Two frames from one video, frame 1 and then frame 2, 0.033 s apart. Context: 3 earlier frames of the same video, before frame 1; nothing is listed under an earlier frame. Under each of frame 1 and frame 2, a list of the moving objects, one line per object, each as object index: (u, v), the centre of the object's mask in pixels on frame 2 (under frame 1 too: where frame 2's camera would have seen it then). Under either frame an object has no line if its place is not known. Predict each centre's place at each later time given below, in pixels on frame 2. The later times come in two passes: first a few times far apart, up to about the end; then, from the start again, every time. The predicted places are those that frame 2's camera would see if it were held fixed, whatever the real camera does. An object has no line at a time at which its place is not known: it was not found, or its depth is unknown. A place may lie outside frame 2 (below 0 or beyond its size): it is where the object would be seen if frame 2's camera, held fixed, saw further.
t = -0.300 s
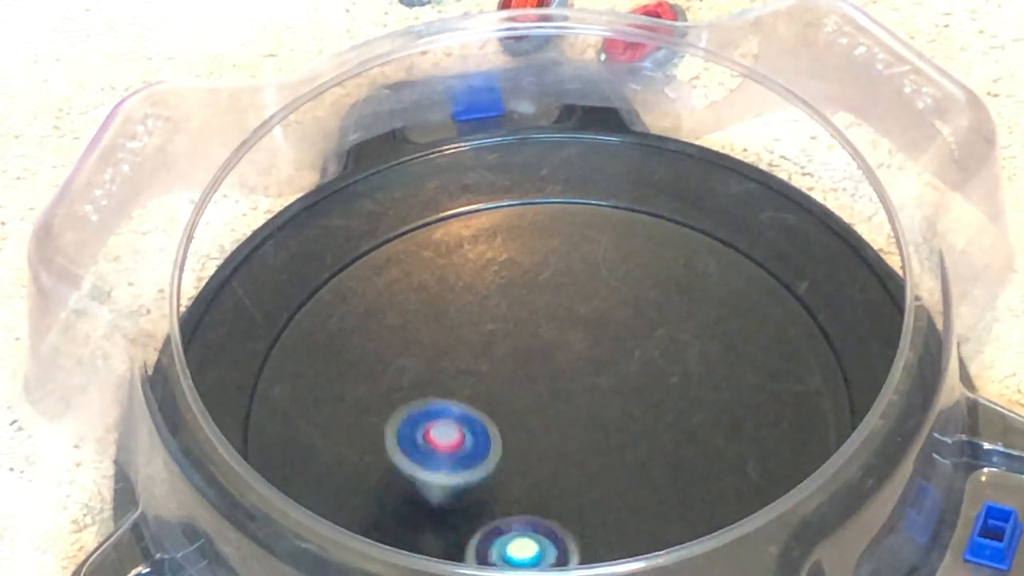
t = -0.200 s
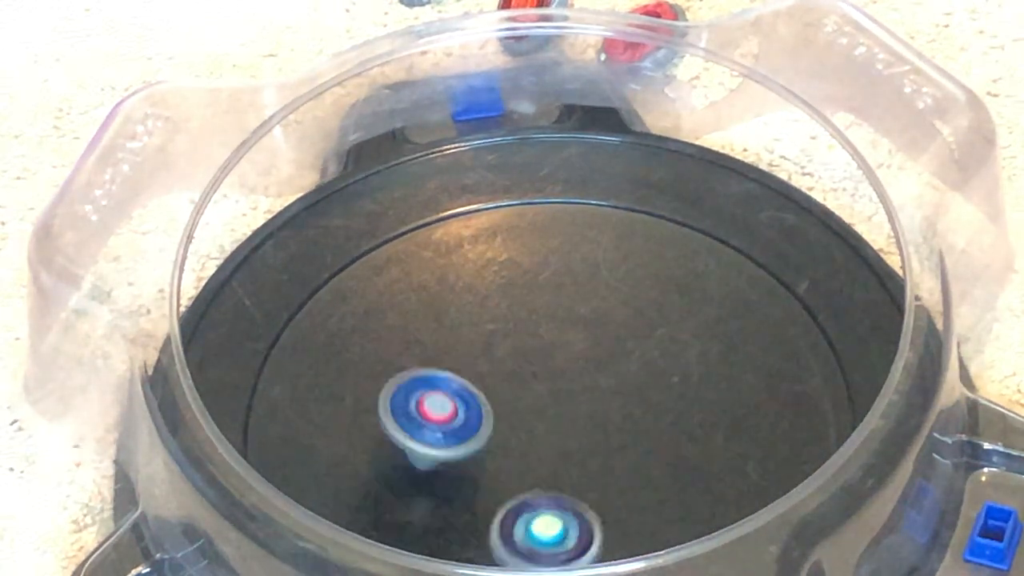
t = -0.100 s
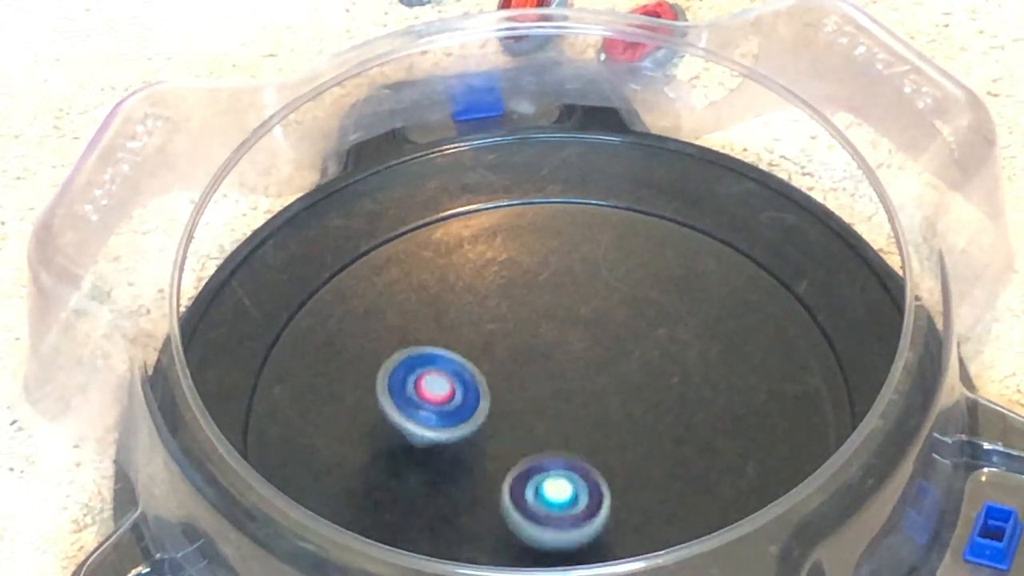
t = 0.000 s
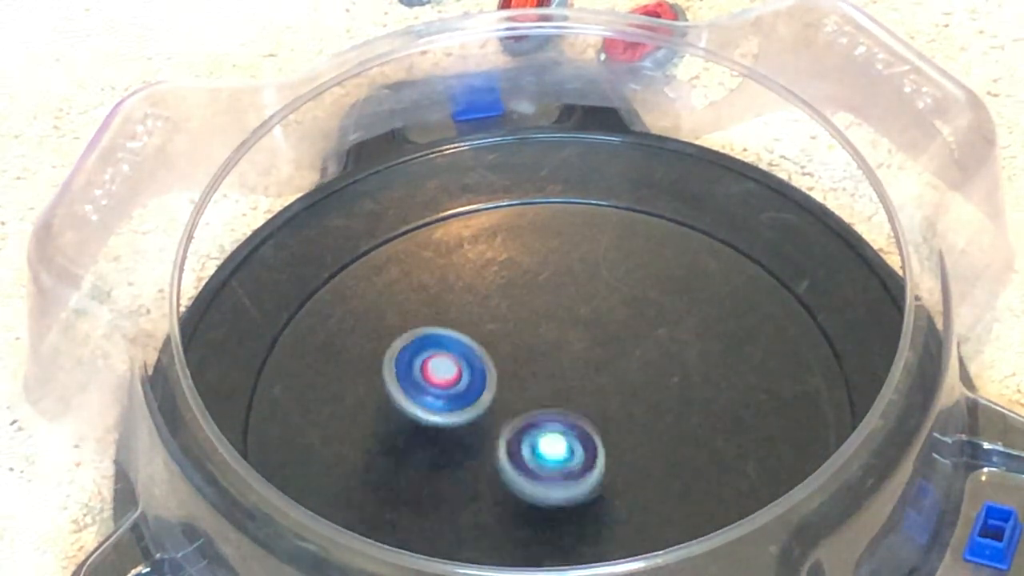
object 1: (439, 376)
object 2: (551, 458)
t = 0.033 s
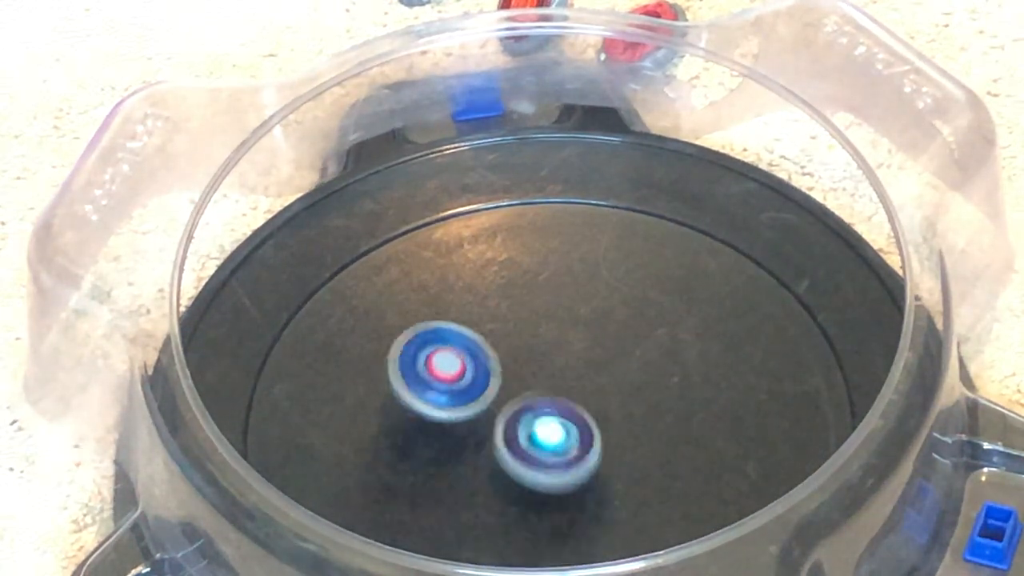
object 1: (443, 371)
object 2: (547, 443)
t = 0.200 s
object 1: (433, 314)
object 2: (538, 385)
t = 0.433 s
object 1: (422, 265)
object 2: (493, 355)
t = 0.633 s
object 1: (441, 276)
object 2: (489, 393)
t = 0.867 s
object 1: (595, 332)
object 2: (553, 439)
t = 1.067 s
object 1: (725, 318)
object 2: (608, 438)
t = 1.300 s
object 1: (726, 343)
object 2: (614, 419)
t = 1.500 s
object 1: (692, 426)
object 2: (563, 417)
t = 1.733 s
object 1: (646, 509)
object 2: (504, 439)
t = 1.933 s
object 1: (573, 530)
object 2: (500, 459)
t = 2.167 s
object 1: (462, 500)
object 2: (539, 447)
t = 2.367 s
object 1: (392, 431)
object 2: (559, 414)
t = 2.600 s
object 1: (398, 358)
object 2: (551, 389)
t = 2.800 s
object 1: (477, 313)
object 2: (544, 400)
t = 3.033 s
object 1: (595, 277)
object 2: (560, 432)
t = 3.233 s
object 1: (653, 304)
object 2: (585, 447)
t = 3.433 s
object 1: (686, 390)
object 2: (590, 444)
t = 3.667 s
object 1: (678, 487)
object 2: (561, 440)
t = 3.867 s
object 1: (609, 521)
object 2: (532, 446)
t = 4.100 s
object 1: (487, 509)
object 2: (530, 440)
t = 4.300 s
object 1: (402, 449)
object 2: (534, 433)
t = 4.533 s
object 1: (398, 372)
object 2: (539, 414)
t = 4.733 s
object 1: (472, 317)
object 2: (545, 409)
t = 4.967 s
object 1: (591, 281)
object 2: (558, 413)
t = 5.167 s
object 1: (656, 310)
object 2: (568, 418)
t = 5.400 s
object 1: (686, 414)
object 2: (572, 431)
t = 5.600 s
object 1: (657, 497)
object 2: (574, 439)
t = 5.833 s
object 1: (567, 527)
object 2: (565, 443)
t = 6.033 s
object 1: (466, 494)
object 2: (556, 443)
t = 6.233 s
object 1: (397, 414)
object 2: (541, 443)
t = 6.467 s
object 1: (417, 342)
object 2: (538, 439)
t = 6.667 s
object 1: (517, 307)
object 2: (540, 427)
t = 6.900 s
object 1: (644, 306)
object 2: (543, 419)
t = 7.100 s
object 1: (692, 362)
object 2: (549, 416)
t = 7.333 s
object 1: (668, 466)
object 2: (555, 418)
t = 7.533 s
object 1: (584, 523)
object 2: (560, 422)
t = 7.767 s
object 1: (480, 510)
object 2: (563, 430)
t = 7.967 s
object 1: (419, 431)
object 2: (568, 435)
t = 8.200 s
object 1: (431, 334)
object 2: (563, 435)
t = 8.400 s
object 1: (513, 295)
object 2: (551, 436)
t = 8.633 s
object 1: (626, 316)
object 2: (546, 443)
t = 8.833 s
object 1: (688, 388)
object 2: (548, 437)
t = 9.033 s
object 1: (676, 467)
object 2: (544, 429)
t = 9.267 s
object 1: (568, 517)
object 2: (544, 428)
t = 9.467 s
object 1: (465, 494)
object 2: (549, 426)
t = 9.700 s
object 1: (411, 403)
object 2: (550, 423)
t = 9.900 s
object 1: (454, 333)
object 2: (550, 426)
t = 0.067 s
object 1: (447, 365)
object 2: (544, 429)
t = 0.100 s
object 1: (438, 348)
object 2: (545, 418)
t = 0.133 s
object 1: (434, 333)
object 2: (543, 409)
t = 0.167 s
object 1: (432, 322)
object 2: (541, 397)
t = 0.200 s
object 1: (433, 314)
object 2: (538, 385)
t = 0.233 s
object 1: (436, 309)
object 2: (534, 374)
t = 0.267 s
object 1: (439, 305)
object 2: (530, 364)
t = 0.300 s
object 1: (436, 295)
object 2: (524, 357)
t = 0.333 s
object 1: (431, 285)
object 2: (516, 354)
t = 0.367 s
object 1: (427, 275)
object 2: (508, 353)
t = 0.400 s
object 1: (423, 268)
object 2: (500, 352)
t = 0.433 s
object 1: (422, 265)
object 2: (493, 355)
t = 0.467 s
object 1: (423, 263)
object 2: (488, 358)
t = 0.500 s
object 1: (424, 264)
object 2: (485, 363)
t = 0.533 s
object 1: (426, 266)
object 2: (483, 369)
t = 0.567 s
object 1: (429, 268)
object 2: (484, 377)
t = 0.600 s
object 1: (434, 271)
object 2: (486, 385)
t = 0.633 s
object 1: (441, 276)
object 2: (489, 393)
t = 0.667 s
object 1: (453, 285)
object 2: (495, 401)
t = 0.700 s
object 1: (469, 294)
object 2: (502, 409)
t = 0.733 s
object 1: (488, 305)
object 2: (511, 416)
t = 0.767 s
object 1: (509, 316)
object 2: (520, 423)
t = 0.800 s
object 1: (535, 326)
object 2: (531, 429)
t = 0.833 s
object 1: (564, 330)
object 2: (541, 434)
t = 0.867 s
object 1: (595, 332)
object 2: (553, 439)
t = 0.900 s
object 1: (624, 331)
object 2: (563, 441)
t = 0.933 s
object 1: (652, 328)
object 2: (572, 442)
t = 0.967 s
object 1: (676, 326)
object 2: (583, 442)
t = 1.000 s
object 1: (697, 322)
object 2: (592, 442)
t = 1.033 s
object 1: (714, 320)
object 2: (600, 440)
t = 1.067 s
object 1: (725, 318)
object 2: (608, 438)
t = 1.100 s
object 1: (731, 319)
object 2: (614, 435)
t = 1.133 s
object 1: (734, 320)
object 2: (617, 432)
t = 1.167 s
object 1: (735, 323)
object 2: (620, 429)
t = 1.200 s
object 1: (735, 326)
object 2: (620, 426)
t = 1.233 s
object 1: (734, 329)
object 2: (619, 423)
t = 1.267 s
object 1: (731, 335)
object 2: (618, 421)
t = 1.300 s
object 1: (726, 343)
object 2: (614, 419)
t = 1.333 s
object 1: (719, 354)
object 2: (609, 417)
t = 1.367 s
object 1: (710, 366)
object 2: (603, 417)
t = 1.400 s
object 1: (700, 380)
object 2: (596, 417)
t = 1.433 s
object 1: (689, 395)
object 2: (586, 418)
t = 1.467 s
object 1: (690, 410)
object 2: (575, 417)
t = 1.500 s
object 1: (692, 426)
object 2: (563, 417)
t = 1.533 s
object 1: (691, 441)
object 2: (552, 418)
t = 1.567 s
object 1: (687, 455)
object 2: (542, 420)
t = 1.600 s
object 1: (682, 469)
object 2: (533, 423)
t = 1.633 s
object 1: (675, 481)
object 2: (524, 426)
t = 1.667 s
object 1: (666, 492)
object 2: (517, 430)
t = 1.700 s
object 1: (656, 501)
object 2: (510, 434)
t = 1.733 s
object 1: (646, 509)
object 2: (504, 439)
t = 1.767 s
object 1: (634, 516)
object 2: (499, 444)
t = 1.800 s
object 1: (623, 521)
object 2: (497, 448)
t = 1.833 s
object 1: (611, 525)
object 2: (496, 452)
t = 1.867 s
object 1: (599, 527)
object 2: (496, 455)
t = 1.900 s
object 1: (586, 529)
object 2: (498, 457)
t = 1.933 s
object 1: (573, 530)
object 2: (500, 459)
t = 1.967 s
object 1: (559, 530)
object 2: (503, 459)
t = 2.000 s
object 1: (545, 528)
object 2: (506, 457)
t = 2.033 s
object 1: (528, 524)
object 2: (511, 453)
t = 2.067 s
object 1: (511, 521)
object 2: (519, 450)
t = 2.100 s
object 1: (495, 515)
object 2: (527, 448)
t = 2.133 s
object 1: (478, 509)
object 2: (535, 448)
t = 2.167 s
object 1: (462, 500)
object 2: (539, 447)
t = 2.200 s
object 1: (447, 490)
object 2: (544, 445)
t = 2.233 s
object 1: (433, 479)
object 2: (548, 441)
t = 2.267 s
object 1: (420, 467)
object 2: (552, 434)
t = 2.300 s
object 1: (409, 455)
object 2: (555, 428)
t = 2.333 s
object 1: (400, 443)
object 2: (558, 421)
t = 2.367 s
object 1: (392, 431)
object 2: (559, 414)
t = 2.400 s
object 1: (387, 419)
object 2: (560, 408)
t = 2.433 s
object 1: (384, 407)
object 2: (559, 403)
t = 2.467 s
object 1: (383, 396)
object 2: (558, 399)
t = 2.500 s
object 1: (384, 385)
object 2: (557, 394)
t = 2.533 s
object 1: (387, 375)
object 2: (555, 391)
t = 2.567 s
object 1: (392, 366)
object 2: (553, 390)
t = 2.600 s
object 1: (398, 358)
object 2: (551, 389)
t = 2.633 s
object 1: (407, 350)
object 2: (548, 389)
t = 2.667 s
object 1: (417, 343)
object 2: (547, 390)
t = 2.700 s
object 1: (429, 335)
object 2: (546, 391)
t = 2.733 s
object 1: (443, 327)
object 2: (545, 394)
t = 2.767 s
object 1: (459, 320)
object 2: (544, 396)
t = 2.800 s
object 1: (477, 313)
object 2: (544, 400)
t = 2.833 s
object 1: (494, 306)
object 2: (544, 404)
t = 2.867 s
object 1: (513, 299)
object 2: (545, 408)
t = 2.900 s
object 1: (532, 292)
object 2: (547, 414)
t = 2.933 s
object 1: (549, 286)
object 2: (550, 419)
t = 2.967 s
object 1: (566, 281)
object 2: (553, 424)
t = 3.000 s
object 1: (582, 279)
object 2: (557, 428)
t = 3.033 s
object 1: (595, 277)
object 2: (560, 432)
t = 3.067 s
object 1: (608, 278)
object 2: (565, 436)
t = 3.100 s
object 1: (619, 279)
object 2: (570, 439)
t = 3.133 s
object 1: (628, 283)
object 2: (574, 442)
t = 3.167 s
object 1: (636, 288)
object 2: (579, 445)
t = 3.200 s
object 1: (645, 296)
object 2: (582, 446)
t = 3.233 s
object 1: (653, 304)
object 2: (585, 447)
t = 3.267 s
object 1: (660, 315)
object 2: (588, 447)
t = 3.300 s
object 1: (666, 327)
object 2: (589, 447)
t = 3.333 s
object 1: (671, 341)
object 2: (591, 447)
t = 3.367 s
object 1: (677, 356)
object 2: (592, 446)
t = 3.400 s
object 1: (682, 373)
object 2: (591, 445)
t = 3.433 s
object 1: (686, 390)
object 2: (590, 444)
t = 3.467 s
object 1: (690, 406)
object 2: (586, 444)
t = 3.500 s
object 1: (691, 422)
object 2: (583, 442)
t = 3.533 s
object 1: (692, 438)
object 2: (580, 442)
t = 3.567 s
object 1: (692, 452)
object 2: (577, 441)
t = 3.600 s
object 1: (690, 466)
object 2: (572, 441)
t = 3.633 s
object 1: (685, 478)
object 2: (567, 440)
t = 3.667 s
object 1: (678, 487)
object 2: (561, 440)
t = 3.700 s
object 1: (670, 496)
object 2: (555, 441)
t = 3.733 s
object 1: (659, 503)
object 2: (550, 440)
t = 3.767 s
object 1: (648, 510)
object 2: (544, 442)
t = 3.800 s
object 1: (635, 515)
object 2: (540, 442)
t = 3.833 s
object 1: (622, 519)
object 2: (535, 444)
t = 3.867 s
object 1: (609, 521)
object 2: (532, 446)
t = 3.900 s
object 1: (595, 523)
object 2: (529, 447)
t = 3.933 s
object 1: (579, 524)
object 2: (528, 447)
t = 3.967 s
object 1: (562, 524)
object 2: (527, 446)
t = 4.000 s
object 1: (544, 522)
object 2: (526, 444)
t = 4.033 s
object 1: (525, 519)
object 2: (527, 443)
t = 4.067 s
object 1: (507, 515)
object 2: (528, 441)
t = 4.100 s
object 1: (487, 509)
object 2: (530, 440)
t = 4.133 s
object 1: (469, 502)
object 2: (530, 440)
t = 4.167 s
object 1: (452, 493)
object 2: (531, 440)
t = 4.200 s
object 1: (437, 483)
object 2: (531, 440)
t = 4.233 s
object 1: (422, 472)
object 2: (532, 438)
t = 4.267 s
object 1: (410, 460)
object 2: (532, 436)
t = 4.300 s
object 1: (402, 449)
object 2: (534, 433)
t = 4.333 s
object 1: (394, 438)
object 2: (535, 430)
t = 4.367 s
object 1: (389, 427)
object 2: (536, 427)
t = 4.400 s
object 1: (386, 416)
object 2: (536, 424)
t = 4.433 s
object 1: (386, 404)
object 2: (537, 421)
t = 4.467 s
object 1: (389, 394)
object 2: (538, 418)
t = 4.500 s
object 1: (392, 382)
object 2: (538, 417)
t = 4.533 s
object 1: (398, 372)
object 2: (539, 414)
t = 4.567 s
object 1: (406, 363)
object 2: (539, 413)
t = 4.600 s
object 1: (416, 353)
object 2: (541, 412)
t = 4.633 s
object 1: (427, 343)
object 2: (541, 411)
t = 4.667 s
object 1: (440, 334)
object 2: (543, 410)
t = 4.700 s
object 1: (455, 325)
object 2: (543, 410)
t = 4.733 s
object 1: (472, 317)
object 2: (545, 409)
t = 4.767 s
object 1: (489, 310)
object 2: (546, 409)
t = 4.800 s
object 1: (507, 303)
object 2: (548, 410)
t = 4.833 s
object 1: (525, 295)
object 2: (549, 410)
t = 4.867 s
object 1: (543, 290)
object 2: (551, 411)
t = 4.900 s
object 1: (560, 285)
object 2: (553, 412)
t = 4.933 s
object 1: (576, 282)
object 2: (556, 413)
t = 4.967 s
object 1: (591, 281)
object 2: (558, 413)
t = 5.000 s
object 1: (605, 281)
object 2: (562, 414)
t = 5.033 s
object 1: (617, 284)
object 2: (563, 414)
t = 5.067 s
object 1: (628, 288)
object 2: (565, 415)
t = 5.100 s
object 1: (638, 294)
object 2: (565, 416)
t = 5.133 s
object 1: (647, 301)
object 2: (567, 417)
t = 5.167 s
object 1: (656, 310)
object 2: (568, 418)
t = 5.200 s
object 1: (663, 321)
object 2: (569, 420)
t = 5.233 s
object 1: (669, 334)
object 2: (569, 421)
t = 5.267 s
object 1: (675, 349)
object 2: (570, 423)
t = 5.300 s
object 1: (679, 364)
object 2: (570, 425)
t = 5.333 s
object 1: (683, 380)
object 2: (571, 428)
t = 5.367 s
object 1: (685, 397)
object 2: (571, 429)
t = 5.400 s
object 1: (686, 414)
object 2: (572, 431)
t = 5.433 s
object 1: (686, 431)
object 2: (571, 433)
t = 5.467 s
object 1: (685, 447)
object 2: (572, 435)
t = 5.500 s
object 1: (681, 461)
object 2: (573, 436)
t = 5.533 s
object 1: (675, 475)
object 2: (573, 437)
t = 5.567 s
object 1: (667, 487)
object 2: (573, 439)
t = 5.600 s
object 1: (657, 497)
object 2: (574, 439)
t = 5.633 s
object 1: (646, 506)
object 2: (573, 440)
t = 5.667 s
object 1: (634, 512)
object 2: (573, 441)
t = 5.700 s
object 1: (621, 518)
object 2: (571, 442)
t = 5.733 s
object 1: (609, 522)
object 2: (571, 442)
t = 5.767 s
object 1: (596, 525)
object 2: (569, 442)
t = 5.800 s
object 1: (583, 526)
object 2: (568, 442)
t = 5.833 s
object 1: (567, 527)
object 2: (565, 443)
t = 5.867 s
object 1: (551, 525)
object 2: (564, 442)
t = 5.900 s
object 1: (534, 522)
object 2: (562, 442)
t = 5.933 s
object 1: (517, 518)
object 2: (560, 442)
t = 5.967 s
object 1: (500, 512)
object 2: (560, 442)
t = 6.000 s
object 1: (482, 505)
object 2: (557, 443)
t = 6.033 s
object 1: (466, 494)
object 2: (556, 443)
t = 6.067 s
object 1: (452, 482)
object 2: (553, 443)
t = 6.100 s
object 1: (437, 468)
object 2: (550, 443)
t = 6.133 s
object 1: (425, 455)
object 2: (547, 443)
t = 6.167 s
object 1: (414, 441)
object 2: (545, 443)
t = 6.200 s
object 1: (404, 427)
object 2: (542, 443)
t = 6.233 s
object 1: (397, 414)
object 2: (541, 443)
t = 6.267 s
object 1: (394, 401)
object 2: (539, 443)
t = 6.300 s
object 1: (391, 388)
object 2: (539, 443)
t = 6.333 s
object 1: (393, 377)
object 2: (538, 443)
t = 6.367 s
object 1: (395, 366)
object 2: (537, 442)
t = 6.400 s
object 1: (400, 357)
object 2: (537, 442)
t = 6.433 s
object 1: (408, 349)
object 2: (537, 440)
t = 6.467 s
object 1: (417, 342)
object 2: (538, 439)
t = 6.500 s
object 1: (428, 334)
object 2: (538, 438)
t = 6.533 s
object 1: (442, 328)
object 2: (540, 435)
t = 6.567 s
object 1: (459, 322)
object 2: (539, 434)
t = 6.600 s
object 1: (476, 317)
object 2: (540, 432)
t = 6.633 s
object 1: (496, 312)
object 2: (539, 430)
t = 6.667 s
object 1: (517, 307)
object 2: (540, 427)
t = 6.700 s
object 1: (537, 304)
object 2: (540, 426)
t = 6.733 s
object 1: (558, 300)
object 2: (540, 424)
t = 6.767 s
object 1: (577, 299)
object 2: (540, 423)
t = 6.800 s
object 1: (596, 299)
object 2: (540, 422)
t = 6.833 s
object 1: (613, 300)
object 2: (541, 420)
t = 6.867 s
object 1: (630, 302)
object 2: (542, 420)
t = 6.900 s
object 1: (644, 306)
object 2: (543, 419)
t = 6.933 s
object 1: (656, 313)
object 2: (544, 419)
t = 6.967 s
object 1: (667, 319)
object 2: (545, 418)
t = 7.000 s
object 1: (675, 328)
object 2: (547, 417)
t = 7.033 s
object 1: (682, 338)
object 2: (547, 417)
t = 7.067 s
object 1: (688, 350)
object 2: (548, 416)
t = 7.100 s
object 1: (692, 362)
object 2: (549, 416)
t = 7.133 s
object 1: (695, 376)
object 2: (549, 415)
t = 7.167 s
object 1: (695, 390)
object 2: (551, 416)
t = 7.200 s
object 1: (694, 405)
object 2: (551, 415)
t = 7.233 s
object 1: (690, 421)
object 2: (553, 416)
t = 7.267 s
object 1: (685, 437)
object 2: (553, 417)
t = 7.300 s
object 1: (678, 451)
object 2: (554, 417)
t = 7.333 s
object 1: (668, 466)
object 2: (555, 418)
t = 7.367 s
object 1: (657, 480)
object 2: (555, 418)
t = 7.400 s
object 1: (643, 493)
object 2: (557, 419)
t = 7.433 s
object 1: (629, 503)
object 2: (557, 420)
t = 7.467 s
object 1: (614, 511)
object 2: (559, 420)
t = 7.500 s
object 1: (598, 518)
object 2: (559, 422)
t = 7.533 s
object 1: (584, 523)
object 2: (560, 422)
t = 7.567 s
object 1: (568, 526)
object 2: (561, 423)
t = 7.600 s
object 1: (553, 528)
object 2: (561, 424)
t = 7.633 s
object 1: (537, 527)
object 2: (562, 425)
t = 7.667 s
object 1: (523, 526)
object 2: (562, 427)
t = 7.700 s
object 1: (508, 522)
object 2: (562, 428)
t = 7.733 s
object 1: (493, 517)
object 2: (563, 429)
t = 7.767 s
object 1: (480, 510)
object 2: (563, 430)
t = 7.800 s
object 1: (466, 502)
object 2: (564, 432)
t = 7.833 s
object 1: (454, 490)
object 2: (565, 434)
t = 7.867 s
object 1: (443, 477)
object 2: (565, 434)
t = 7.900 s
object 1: (434, 463)
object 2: (566, 435)
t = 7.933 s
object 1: (426, 447)
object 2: (566, 435)
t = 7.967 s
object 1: (419, 431)
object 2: (568, 435)
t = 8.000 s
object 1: (414, 416)
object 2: (568, 436)
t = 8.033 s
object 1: (412, 399)
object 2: (568, 435)
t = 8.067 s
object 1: (412, 384)
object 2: (568, 435)
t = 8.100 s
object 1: (414, 370)
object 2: (567, 435)
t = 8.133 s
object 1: (417, 357)
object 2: (566, 434)
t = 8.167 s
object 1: (424, 345)
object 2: (565, 435)
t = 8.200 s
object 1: (431, 334)
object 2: (563, 435)
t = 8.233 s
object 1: (441, 325)
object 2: (562, 435)
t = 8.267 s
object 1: (453, 317)
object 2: (560, 435)
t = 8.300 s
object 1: (466, 310)
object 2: (557, 435)
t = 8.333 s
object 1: (481, 304)
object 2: (556, 435)
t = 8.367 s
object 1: (497, 299)
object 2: (553, 436)
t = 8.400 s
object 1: (513, 295)
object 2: (551, 436)
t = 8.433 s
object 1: (529, 293)
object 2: (549, 438)
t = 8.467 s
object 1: (547, 293)
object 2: (547, 439)
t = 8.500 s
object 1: (564, 295)
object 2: (546, 439)
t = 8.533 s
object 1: (580, 298)
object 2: (546, 441)
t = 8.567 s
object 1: (596, 301)
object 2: (545, 441)
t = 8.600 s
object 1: (612, 308)
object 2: (546, 442)
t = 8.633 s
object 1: (626, 316)
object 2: (546, 443)
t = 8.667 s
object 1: (640, 325)
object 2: (546, 442)
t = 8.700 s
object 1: (652, 336)
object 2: (548, 441)
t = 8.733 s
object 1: (663, 348)
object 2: (548, 440)
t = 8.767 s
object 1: (672, 361)
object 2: (548, 439)
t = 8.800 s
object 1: (681, 375)
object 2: (549, 438)
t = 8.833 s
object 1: (688, 388)
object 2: (548, 437)
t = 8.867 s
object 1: (692, 402)
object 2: (548, 436)
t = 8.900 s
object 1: (693, 416)
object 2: (547, 434)
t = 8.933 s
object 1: (692, 430)
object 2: (546, 433)
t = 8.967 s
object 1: (690, 443)
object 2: (546, 431)
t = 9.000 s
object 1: (684, 456)
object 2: (545, 430)
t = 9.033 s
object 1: (676, 467)
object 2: (544, 429)
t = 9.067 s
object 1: (665, 479)
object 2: (543, 428)
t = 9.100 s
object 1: (652, 489)
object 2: (543, 429)
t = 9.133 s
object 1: (637, 498)
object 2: (542, 428)
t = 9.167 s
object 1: (621, 505)
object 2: (543, 428)
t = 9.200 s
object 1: (603, 510)
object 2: (543, 429)
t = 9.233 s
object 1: (586, 514)
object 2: (542, 428)
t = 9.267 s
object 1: (568, 517)
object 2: (544, 428)
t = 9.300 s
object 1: (550, 518)
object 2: (545, 428)
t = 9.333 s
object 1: (532, 516)
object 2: (545, 428)
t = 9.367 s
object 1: (514, 513)
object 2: (547, 427)
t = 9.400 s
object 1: (497, 509)
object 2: (548, 427)
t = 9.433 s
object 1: (480, 503)
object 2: (548, 427)
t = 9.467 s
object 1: (465, 494)
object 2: (549, 426)
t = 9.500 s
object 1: (452, 483)
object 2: (551, 426)
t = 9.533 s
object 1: (440, 471)
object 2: (550, 425)
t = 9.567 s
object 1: (430, 459)
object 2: (551, 424)
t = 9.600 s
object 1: (422, 444)
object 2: (551, 423)
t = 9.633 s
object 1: (415, 431)
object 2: (550, 423)
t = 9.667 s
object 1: (412, 416)
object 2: (550, 422)
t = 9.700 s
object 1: (411, 403)
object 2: (550, 423)
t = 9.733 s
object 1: (413, 390)
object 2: (549, 423)
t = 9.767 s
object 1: (416, 376)
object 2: (549, 423)
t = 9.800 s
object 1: (422, 365)
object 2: (549, 424)
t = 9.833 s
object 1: (431, 353)
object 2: (549, 425)
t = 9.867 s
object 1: (442, 342)
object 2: (549, 425)
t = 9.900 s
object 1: (454, 333)
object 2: (550, 426)
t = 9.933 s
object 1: (468, 324)
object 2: (551, 427)
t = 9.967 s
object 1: (483, 317)
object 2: (551, 427)
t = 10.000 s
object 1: (499, 310)
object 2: (552, 427)
